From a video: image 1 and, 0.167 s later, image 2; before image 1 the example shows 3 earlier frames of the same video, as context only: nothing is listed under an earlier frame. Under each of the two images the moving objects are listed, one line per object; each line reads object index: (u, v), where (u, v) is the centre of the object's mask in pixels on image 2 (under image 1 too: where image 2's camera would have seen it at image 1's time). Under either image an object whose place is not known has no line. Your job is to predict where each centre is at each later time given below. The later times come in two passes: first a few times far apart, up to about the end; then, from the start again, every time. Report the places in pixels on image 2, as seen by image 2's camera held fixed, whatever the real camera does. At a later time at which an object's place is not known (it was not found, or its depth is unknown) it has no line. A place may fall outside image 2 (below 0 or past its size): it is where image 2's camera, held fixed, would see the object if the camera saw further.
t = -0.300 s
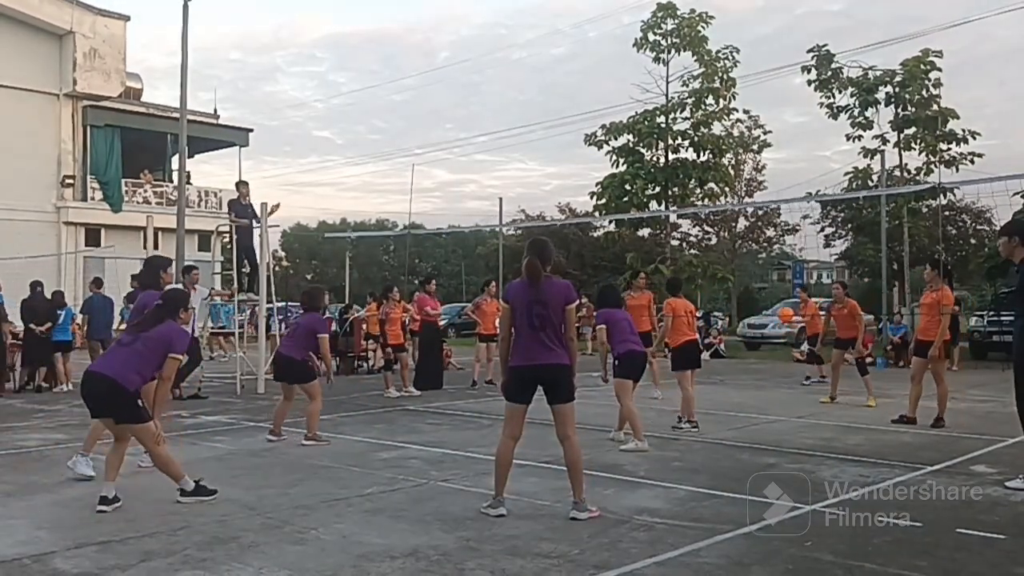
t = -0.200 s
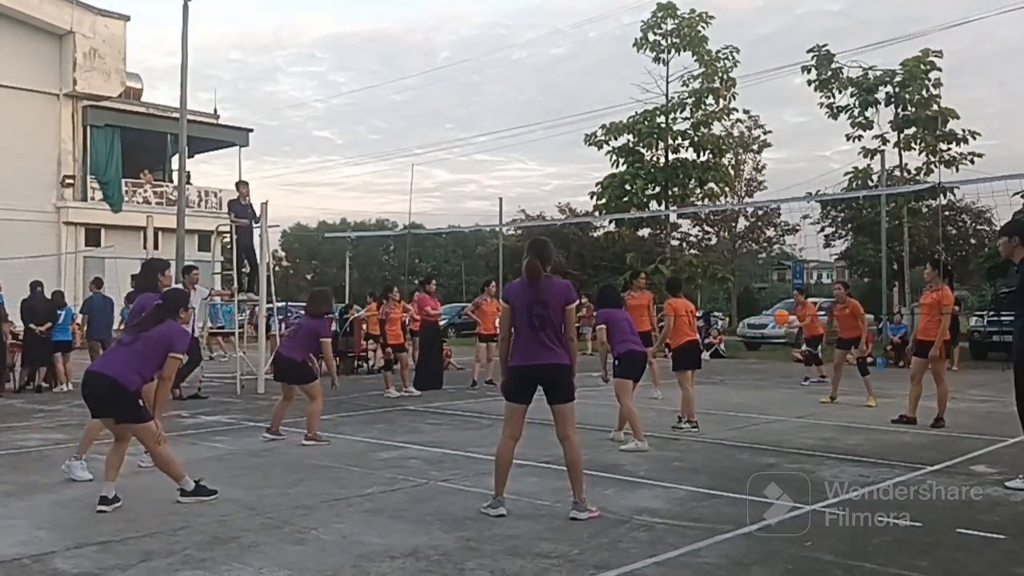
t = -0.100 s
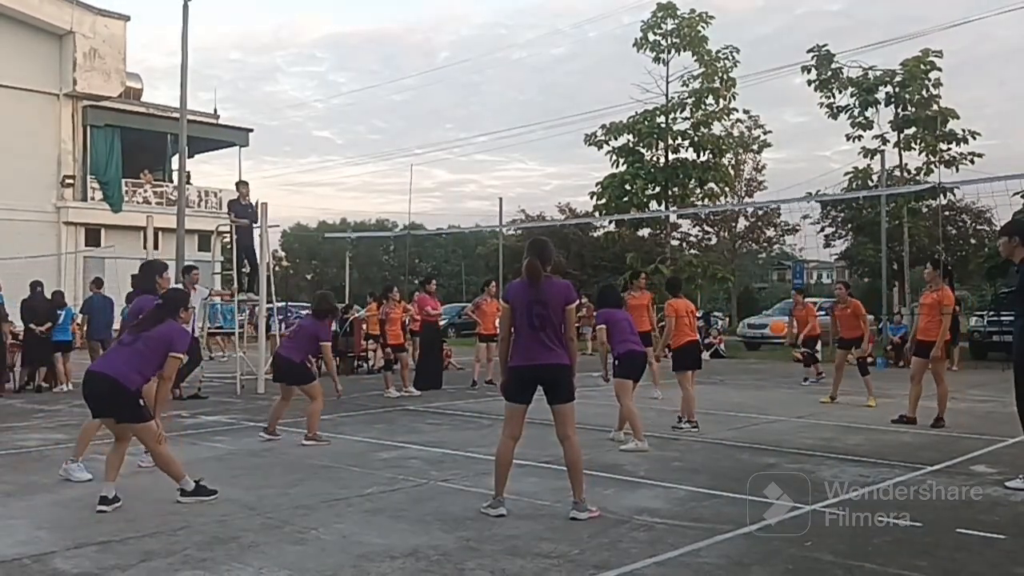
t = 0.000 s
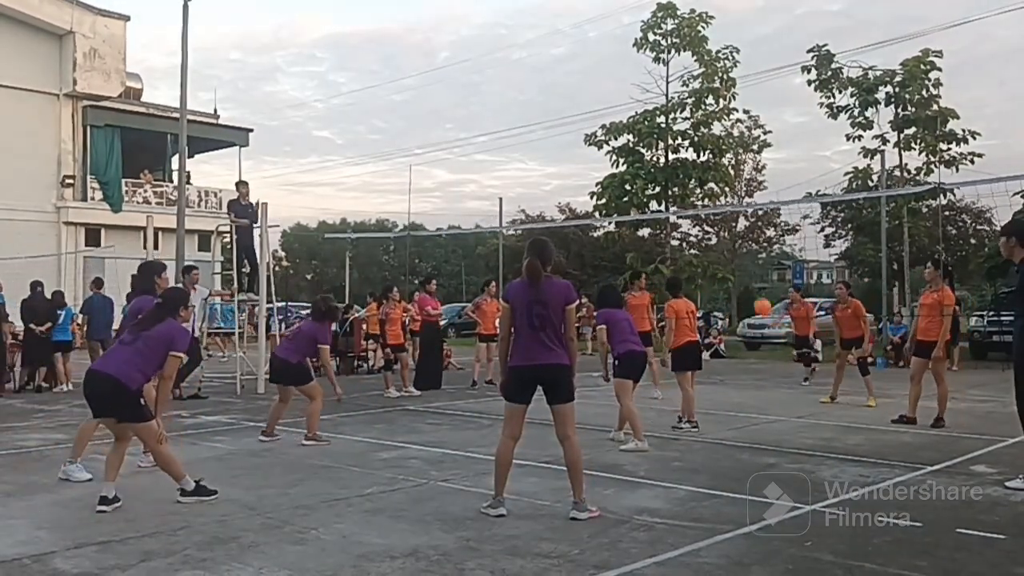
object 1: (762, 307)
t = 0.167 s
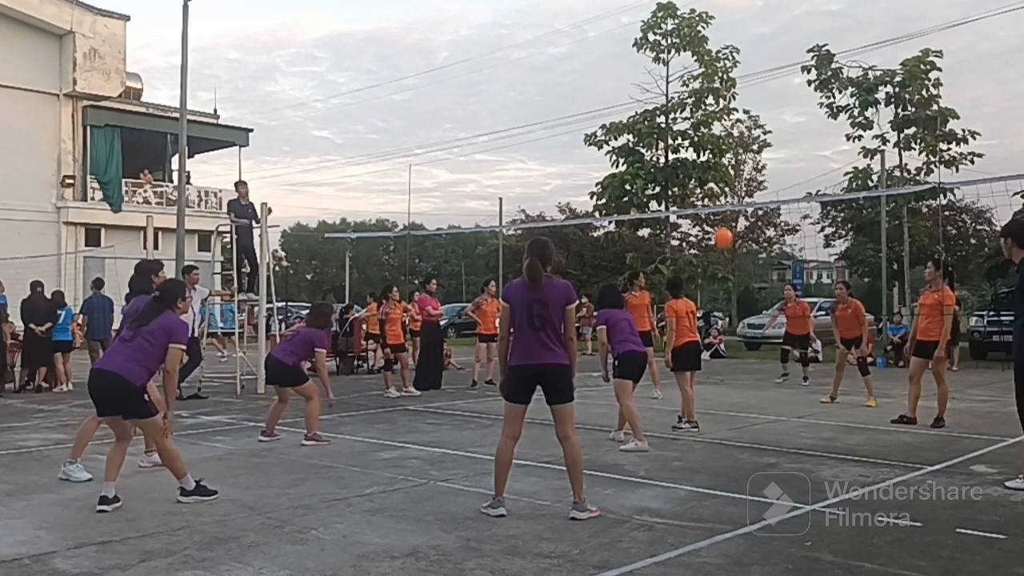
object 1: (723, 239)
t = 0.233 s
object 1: (704, 213)
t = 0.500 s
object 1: (611, 137)
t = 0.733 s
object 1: (507, 119)
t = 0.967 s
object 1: (377, 165)
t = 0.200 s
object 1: (714, 224)
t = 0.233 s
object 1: (704, 213)
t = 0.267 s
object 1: (694, 199)
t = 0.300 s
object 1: (683, 190)
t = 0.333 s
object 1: (672, 178)
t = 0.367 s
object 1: (661, 169)
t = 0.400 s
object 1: (649, 160)
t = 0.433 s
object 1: (636, 152)
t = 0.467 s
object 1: (624, 145)
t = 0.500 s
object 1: (611, 137)
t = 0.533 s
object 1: (598, 133)
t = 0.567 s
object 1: (584, 128)
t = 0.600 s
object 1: (569, 123)
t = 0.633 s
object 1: (554, 121)
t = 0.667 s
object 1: (539, 119)
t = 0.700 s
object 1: (523, 118)
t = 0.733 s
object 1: (507, 119)
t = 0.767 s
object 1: (490, 121)
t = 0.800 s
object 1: (473, 124)
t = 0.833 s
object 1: (455, 129)
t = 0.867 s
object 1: (436, 136)
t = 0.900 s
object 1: (417, 144)
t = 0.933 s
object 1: (397, 153)
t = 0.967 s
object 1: (377, 165)
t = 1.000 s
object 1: (355, 179)
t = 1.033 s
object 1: (333, 195)
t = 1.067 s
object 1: (310, 214)
